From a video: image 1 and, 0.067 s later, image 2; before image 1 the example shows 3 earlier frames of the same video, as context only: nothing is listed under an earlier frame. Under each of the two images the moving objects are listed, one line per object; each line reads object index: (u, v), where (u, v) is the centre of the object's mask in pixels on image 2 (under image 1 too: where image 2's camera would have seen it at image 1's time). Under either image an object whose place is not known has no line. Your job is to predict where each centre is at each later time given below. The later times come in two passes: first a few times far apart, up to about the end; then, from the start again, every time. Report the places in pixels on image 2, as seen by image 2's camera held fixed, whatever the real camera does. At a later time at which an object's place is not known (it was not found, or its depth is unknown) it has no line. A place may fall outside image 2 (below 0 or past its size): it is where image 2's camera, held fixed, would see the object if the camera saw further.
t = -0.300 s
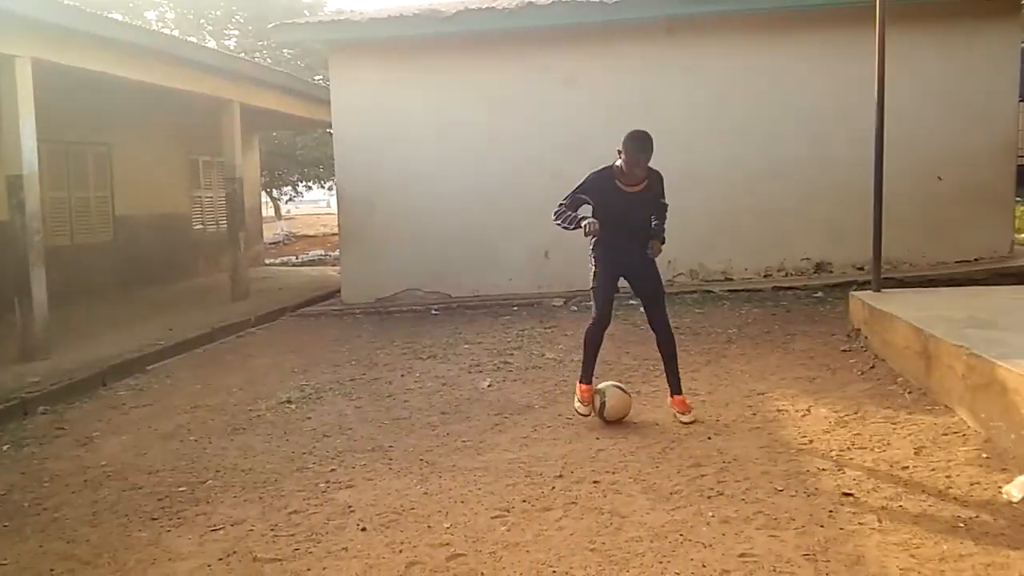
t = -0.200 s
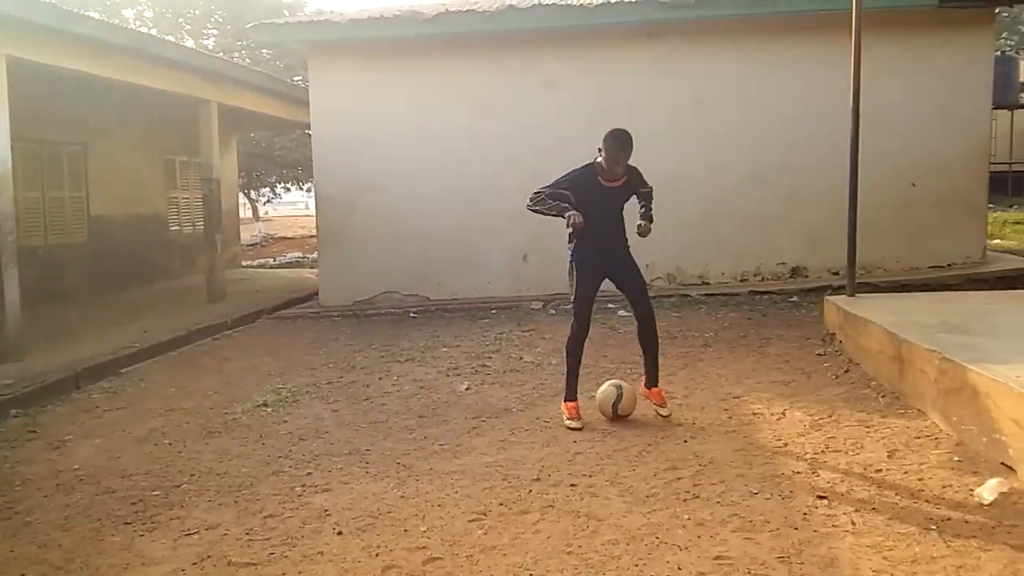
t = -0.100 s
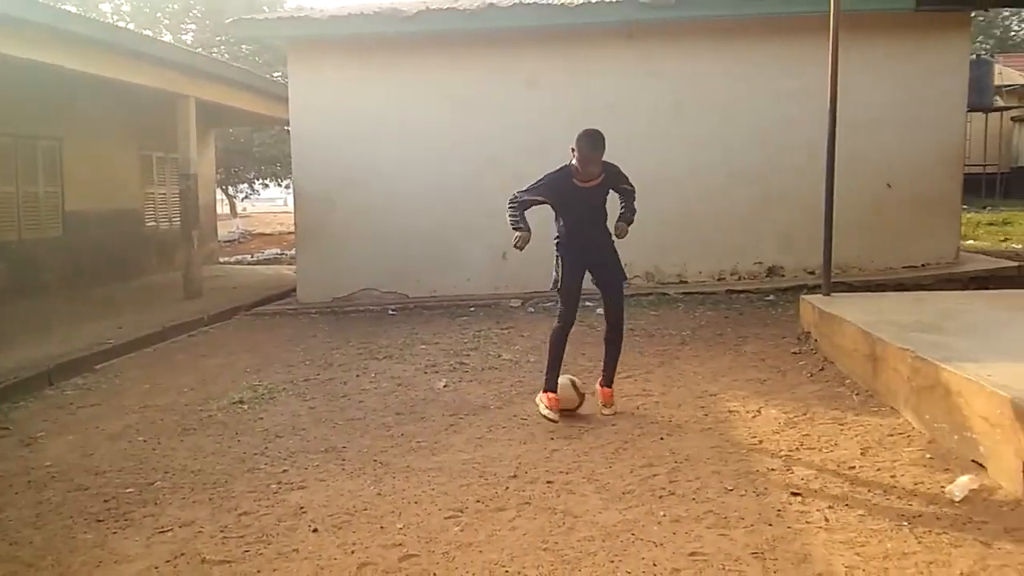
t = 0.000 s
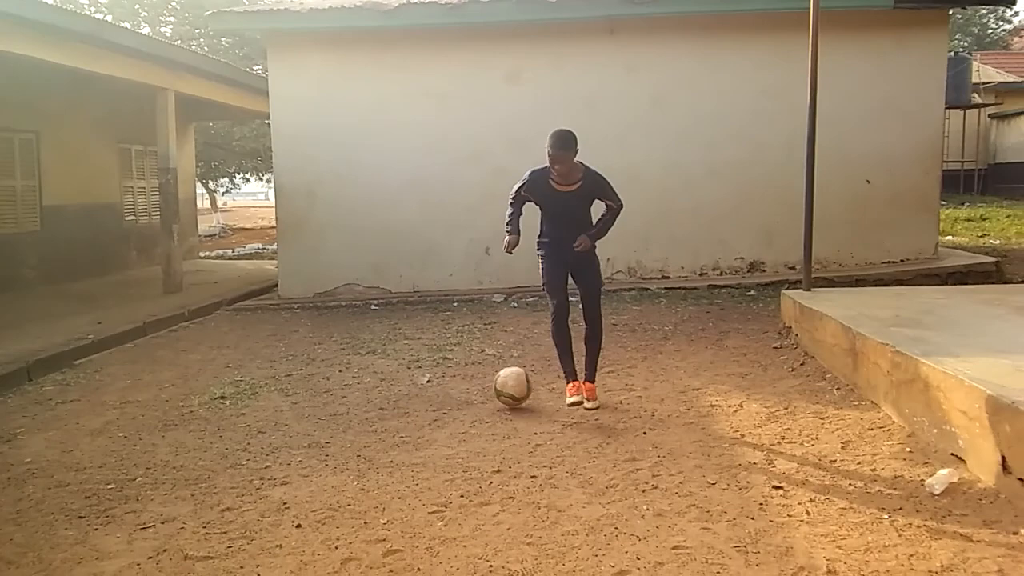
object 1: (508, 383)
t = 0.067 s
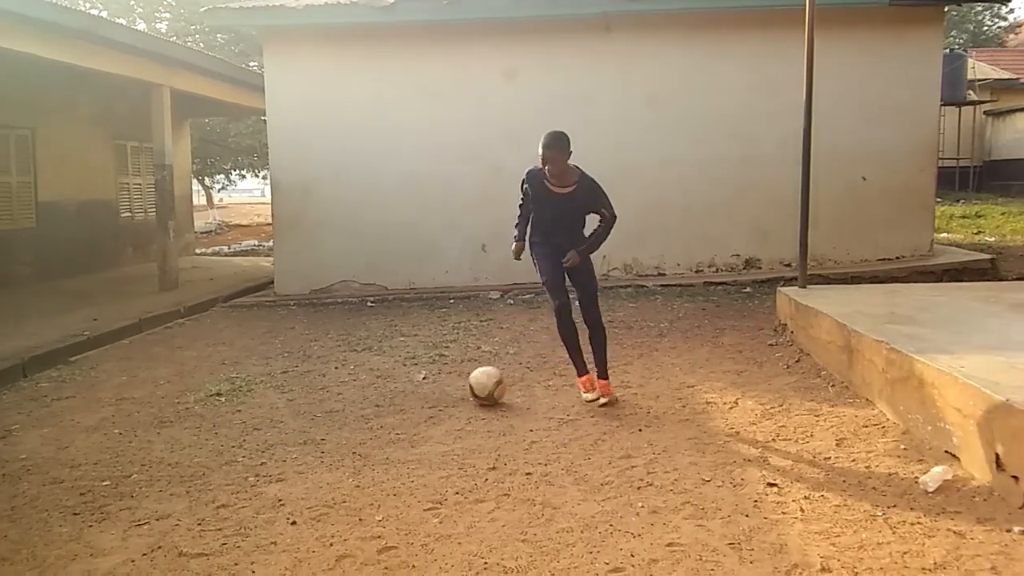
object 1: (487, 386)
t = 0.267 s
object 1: (425, 378)
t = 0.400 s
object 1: (386, 378)
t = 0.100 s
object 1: (476, 383)
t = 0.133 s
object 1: (466, 382)
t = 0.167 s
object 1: (455, 383)
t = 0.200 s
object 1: (445, 382)
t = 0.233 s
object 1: (435, 379)
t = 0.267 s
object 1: (425, 378)
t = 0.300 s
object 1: (416, 379)
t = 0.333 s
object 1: (405, 380)
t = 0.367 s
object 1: (396, 378)
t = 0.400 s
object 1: (386, 378)
